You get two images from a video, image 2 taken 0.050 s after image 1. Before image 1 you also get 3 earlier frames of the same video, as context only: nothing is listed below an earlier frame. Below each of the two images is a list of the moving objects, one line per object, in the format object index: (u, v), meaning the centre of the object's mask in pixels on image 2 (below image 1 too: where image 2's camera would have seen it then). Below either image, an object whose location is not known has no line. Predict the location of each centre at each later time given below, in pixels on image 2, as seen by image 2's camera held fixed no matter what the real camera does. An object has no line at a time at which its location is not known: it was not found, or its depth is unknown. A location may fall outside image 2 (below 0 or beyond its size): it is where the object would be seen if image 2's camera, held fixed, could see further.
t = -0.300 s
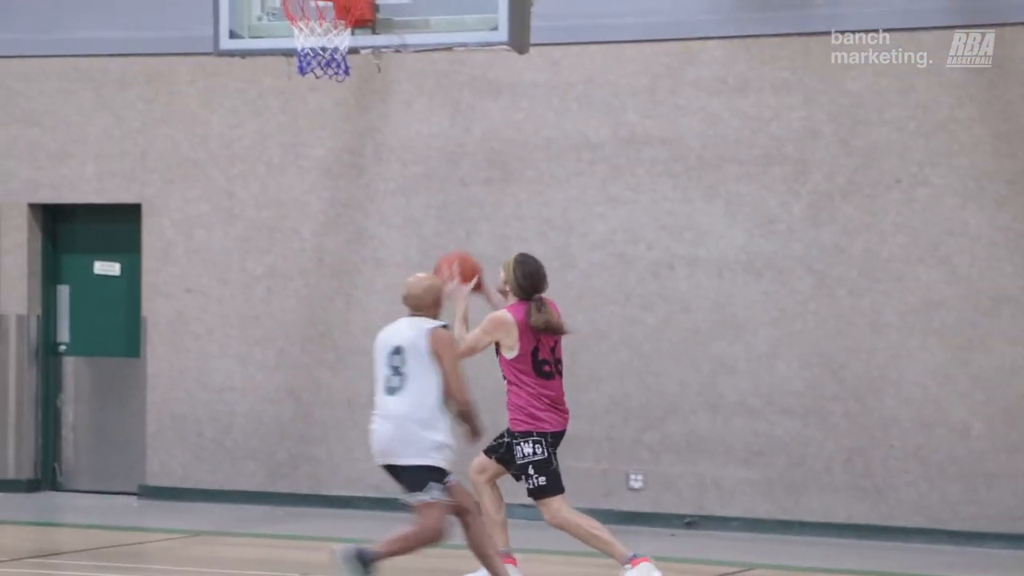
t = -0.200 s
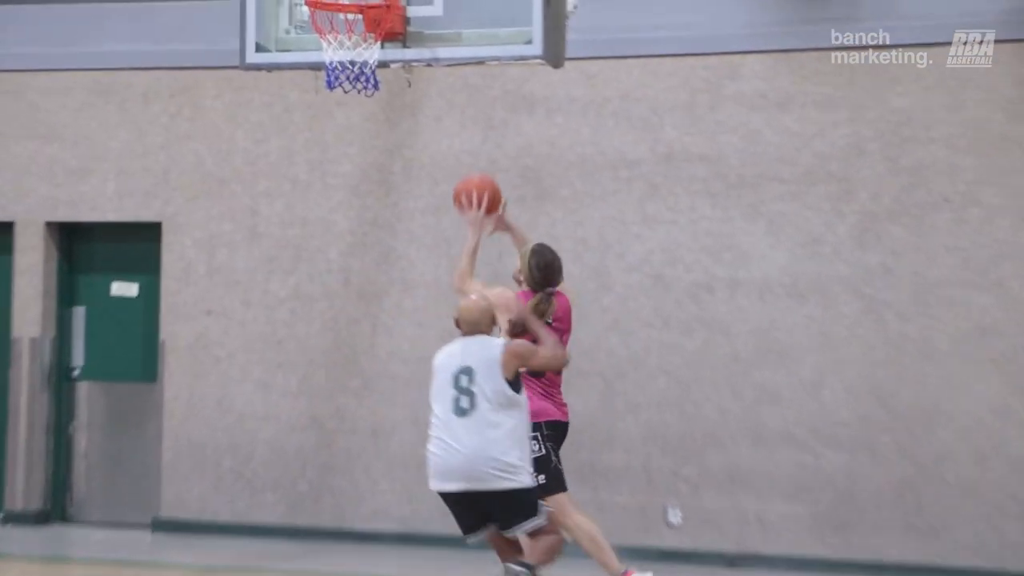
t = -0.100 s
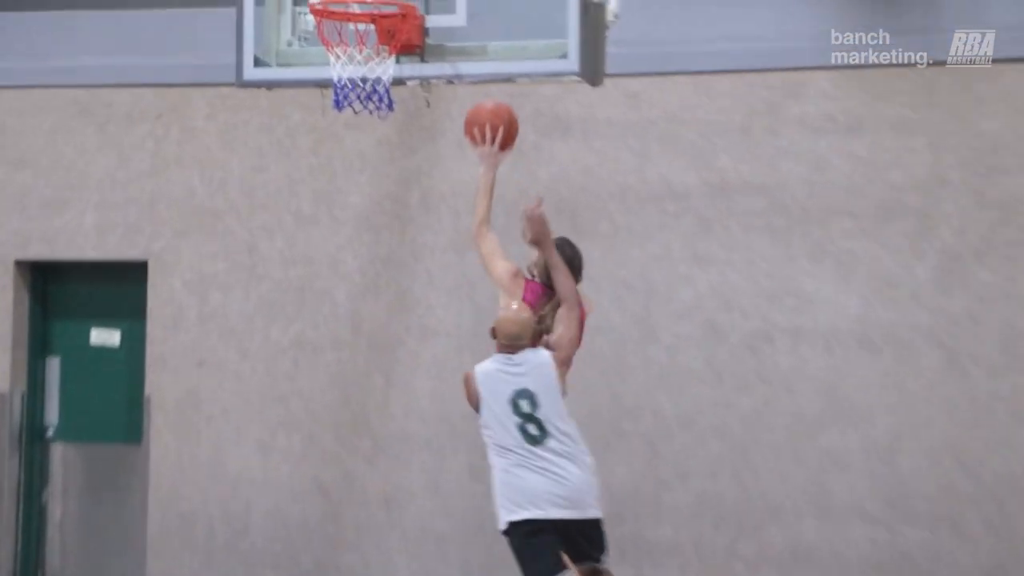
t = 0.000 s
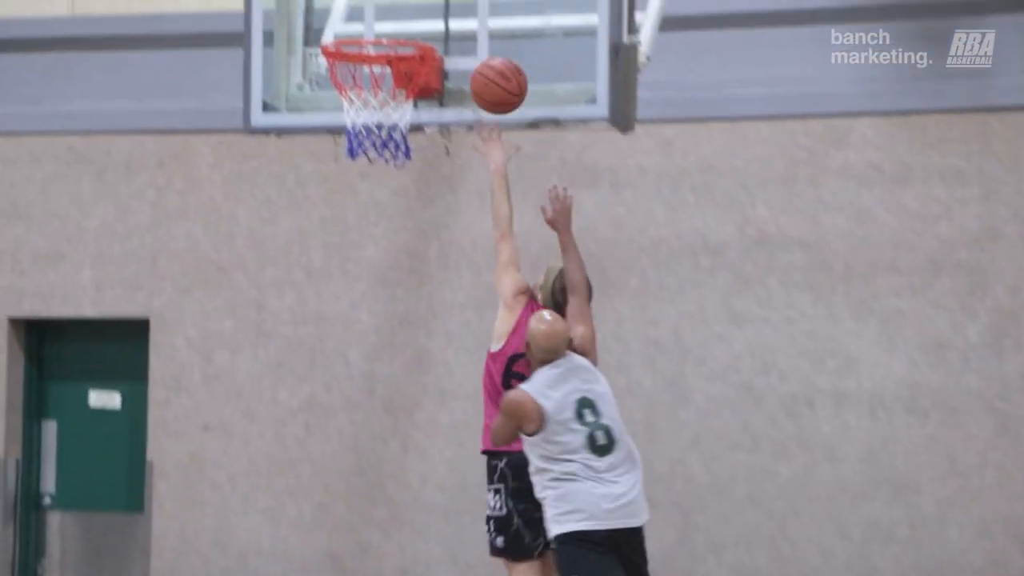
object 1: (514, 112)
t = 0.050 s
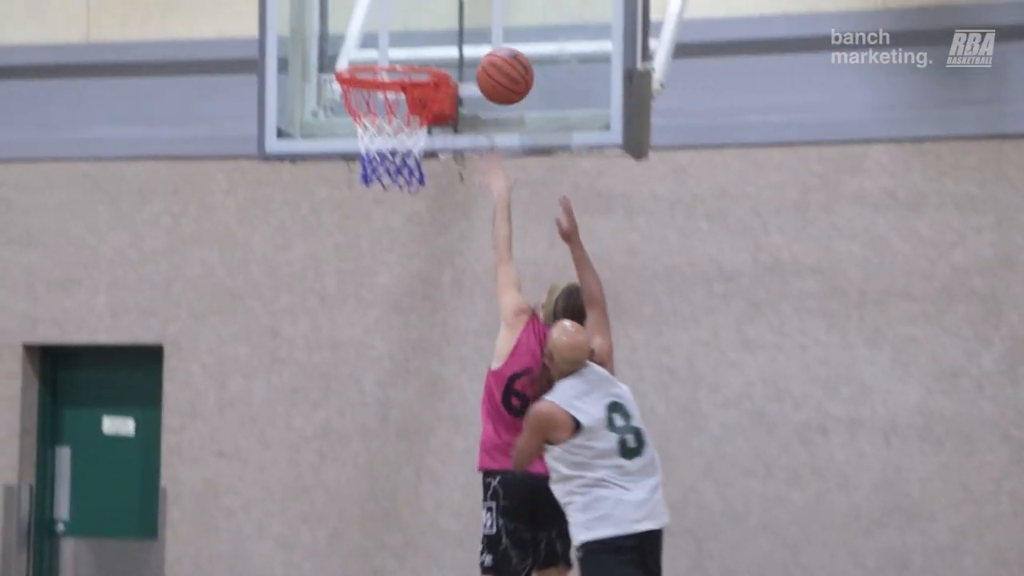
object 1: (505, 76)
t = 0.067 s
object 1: (502, 65)
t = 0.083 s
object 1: (498, 55)
